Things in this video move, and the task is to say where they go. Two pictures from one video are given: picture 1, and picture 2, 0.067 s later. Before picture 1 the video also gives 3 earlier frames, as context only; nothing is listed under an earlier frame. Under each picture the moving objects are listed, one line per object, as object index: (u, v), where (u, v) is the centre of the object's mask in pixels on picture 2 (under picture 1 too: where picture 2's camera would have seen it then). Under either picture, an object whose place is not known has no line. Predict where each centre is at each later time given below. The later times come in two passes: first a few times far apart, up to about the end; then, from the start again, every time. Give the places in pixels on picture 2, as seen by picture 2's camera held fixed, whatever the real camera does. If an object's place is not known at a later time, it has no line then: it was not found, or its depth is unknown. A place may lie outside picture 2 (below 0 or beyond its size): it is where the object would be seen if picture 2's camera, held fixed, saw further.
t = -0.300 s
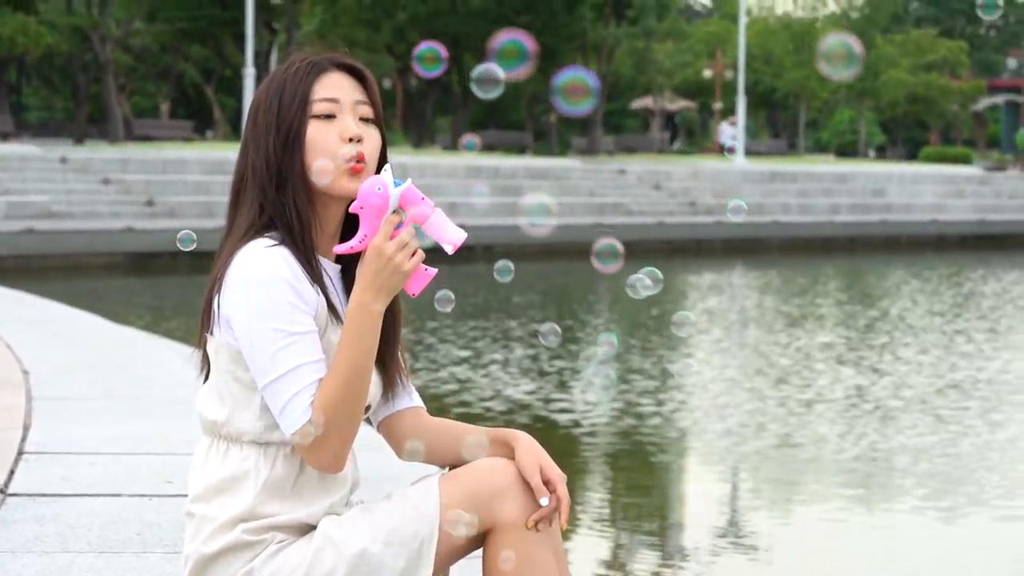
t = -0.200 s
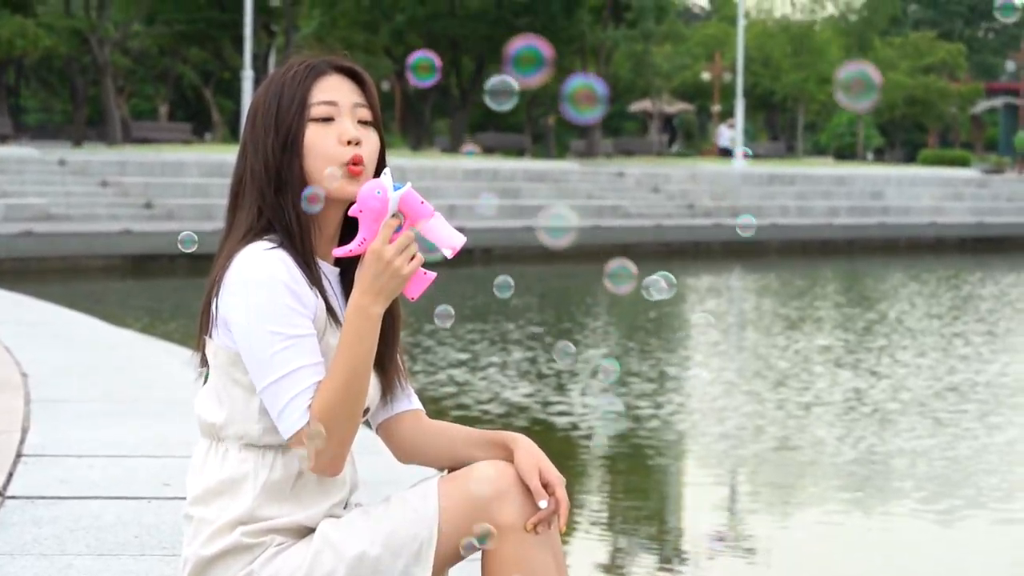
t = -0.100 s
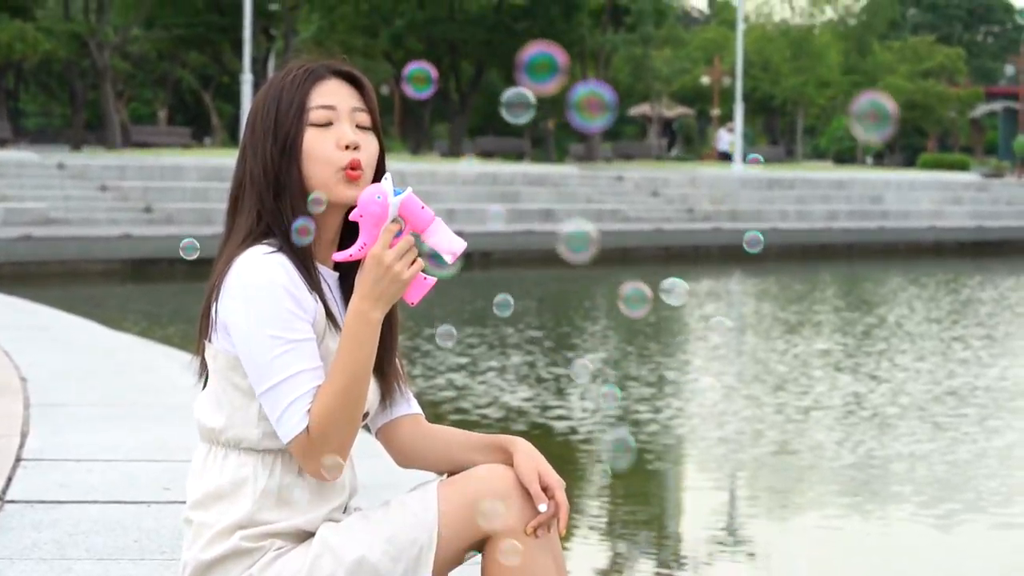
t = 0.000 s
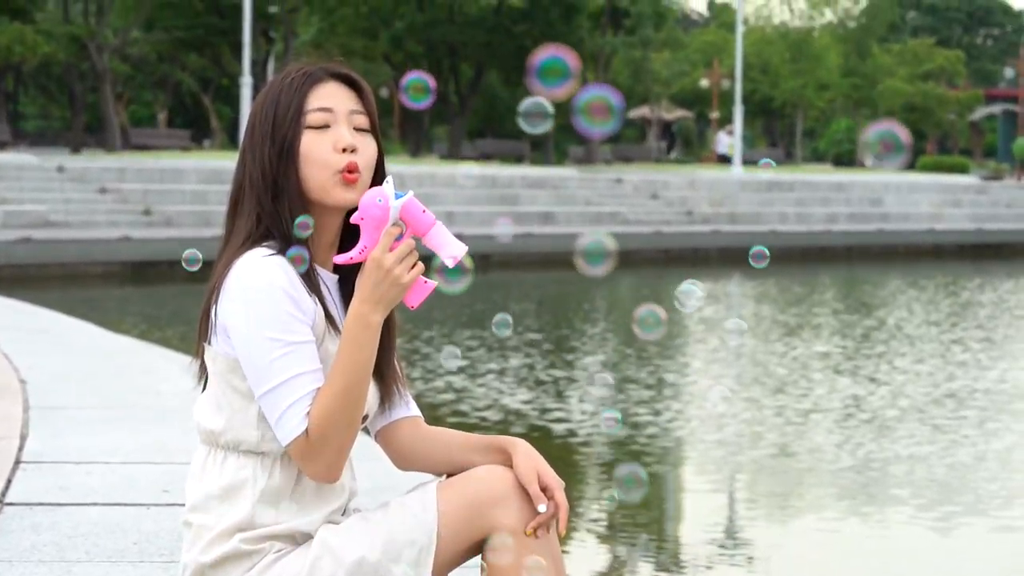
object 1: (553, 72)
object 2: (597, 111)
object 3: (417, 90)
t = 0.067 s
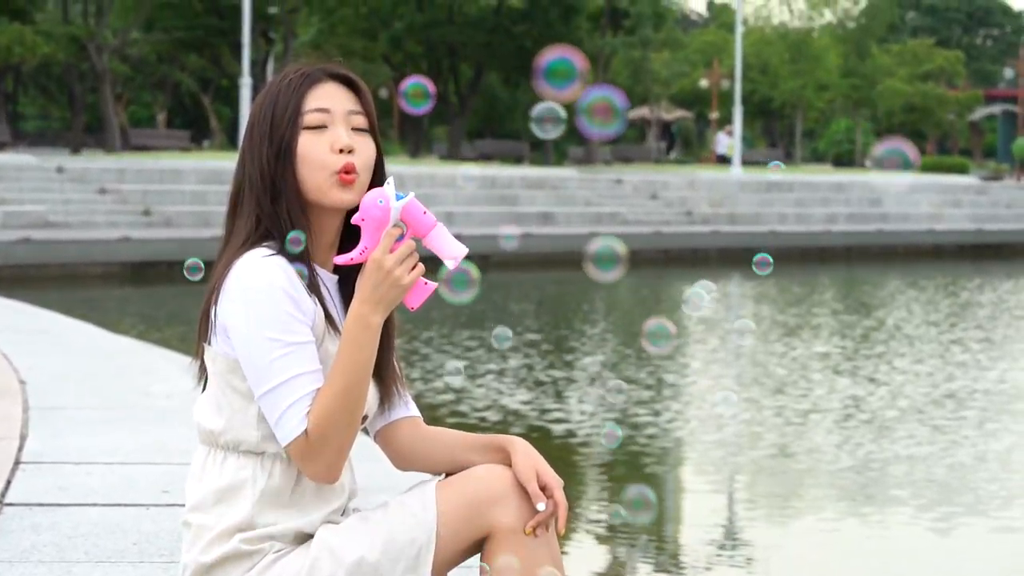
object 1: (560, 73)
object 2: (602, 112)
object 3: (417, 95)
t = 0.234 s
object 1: (576, 77)
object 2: (617, 111)
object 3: (420, 103)
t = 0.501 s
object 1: (604, 88)
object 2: (655, 111)
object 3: (443, 115)
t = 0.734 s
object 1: (646, 95)
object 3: (477, 125)
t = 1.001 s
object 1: (743, 99)
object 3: (535, 138)
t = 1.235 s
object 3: (616, 141)
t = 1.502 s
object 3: (741, 189)
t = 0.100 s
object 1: (564, 73)
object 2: (604, 113)
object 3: (417, 97)
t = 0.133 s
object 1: (567, 74)
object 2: (607, 113)
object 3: (417, 99)
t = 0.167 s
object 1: (570, 75)
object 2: (611, 113)
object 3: (418, 100)
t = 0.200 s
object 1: (573, 76)
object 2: (614, 112)
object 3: (419, 102)
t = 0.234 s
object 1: (576, 77)
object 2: (617, 111)
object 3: (420, 103)
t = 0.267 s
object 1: (579, 78)
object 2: (621, 110)
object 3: (422, 105)
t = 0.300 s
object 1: (583, 79)
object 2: (625, 110)
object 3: (424, 107)
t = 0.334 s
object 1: (586, 81)
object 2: (629, 109)
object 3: (427, 108)
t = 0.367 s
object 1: (590, 83)
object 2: (635, 108)
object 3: (430, 110)
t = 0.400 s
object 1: (593, 84)
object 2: (640, 109)
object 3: (433, 111)
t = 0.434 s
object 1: (596, 86)
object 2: (642, 109)
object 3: (437, 113)
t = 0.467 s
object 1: (600, 87)
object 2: (649, 109)
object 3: (440, 114)
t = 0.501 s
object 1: (604, 88)
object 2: (655, 111)
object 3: (443, 115)
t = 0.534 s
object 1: (607, 89)
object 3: (448, 116)
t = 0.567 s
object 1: (612, 89)
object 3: (452, 117)
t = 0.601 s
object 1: (618, 91)
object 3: (456, 118)
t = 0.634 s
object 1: (623, 91)
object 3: (461, 119)
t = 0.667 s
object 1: (629, 93)
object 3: (466, 120)
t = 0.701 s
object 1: (636, 93)
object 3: (471, 123)
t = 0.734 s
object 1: (646, 95)
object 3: (477, 125)
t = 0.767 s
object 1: (655, 96)
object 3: (483, 126)
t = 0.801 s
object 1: (663, 98)
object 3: (489, 128)
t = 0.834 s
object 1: (674, 100)
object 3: (496, 131)
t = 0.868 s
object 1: (685, 100)
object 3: (503, 133)
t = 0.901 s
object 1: (698, 101)
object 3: (510, 134)
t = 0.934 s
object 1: (706, 100)
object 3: (517, 136)
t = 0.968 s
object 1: (724, 100)
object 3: (526, 137)
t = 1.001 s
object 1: (743, 99)
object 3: (535, 138)
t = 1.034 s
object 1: (764, 105)
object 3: (544, 139)
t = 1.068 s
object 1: (772, 107)
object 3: (555, 139)
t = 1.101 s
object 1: (782, 109)
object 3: (564, 140)
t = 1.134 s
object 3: (577, 139)
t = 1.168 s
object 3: (589, 140)
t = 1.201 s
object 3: (603, 140)
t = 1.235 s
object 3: (616, 141)
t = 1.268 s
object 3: (632, 142)
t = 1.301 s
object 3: (646, 142)
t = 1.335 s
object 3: (662, 145)
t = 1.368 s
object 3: (681, 148)
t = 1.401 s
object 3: (693, 151)
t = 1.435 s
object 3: (708, 161)
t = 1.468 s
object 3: (720, 159)
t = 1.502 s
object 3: (741, 189)
